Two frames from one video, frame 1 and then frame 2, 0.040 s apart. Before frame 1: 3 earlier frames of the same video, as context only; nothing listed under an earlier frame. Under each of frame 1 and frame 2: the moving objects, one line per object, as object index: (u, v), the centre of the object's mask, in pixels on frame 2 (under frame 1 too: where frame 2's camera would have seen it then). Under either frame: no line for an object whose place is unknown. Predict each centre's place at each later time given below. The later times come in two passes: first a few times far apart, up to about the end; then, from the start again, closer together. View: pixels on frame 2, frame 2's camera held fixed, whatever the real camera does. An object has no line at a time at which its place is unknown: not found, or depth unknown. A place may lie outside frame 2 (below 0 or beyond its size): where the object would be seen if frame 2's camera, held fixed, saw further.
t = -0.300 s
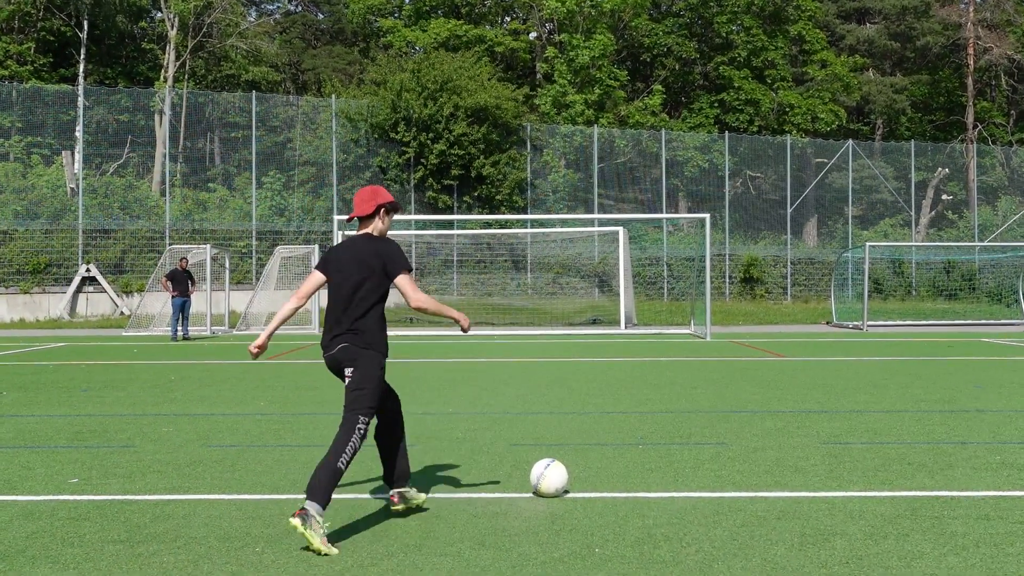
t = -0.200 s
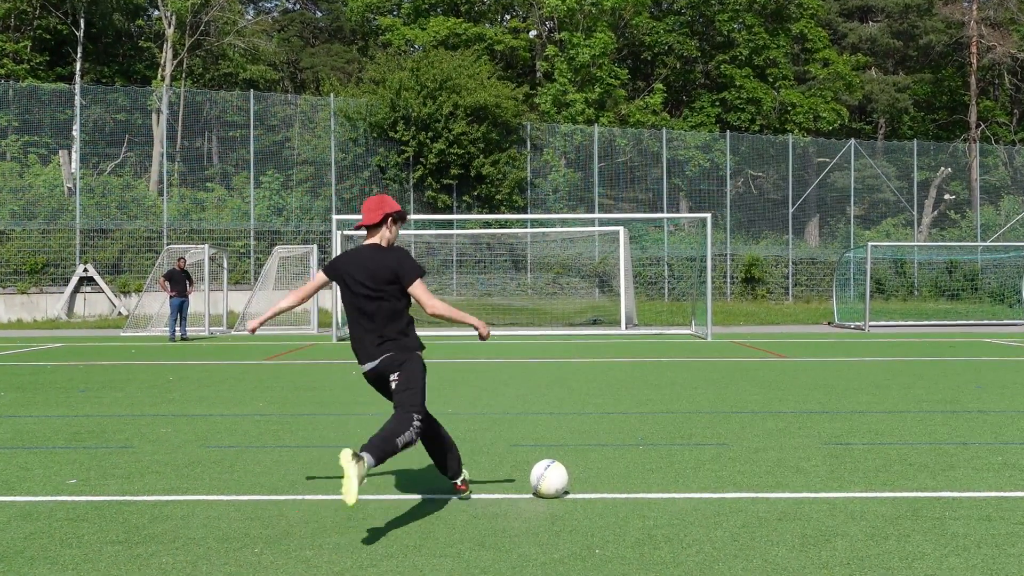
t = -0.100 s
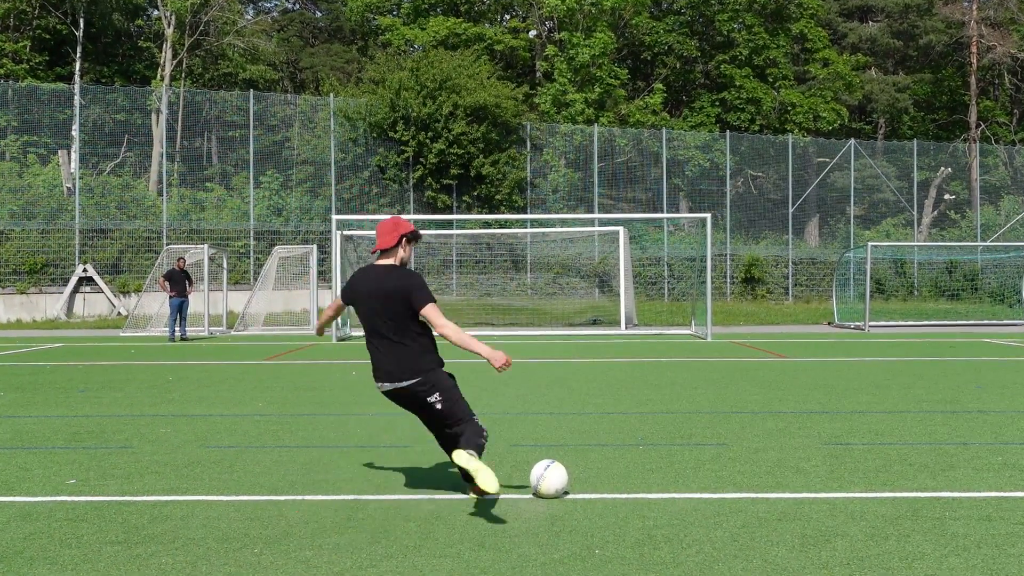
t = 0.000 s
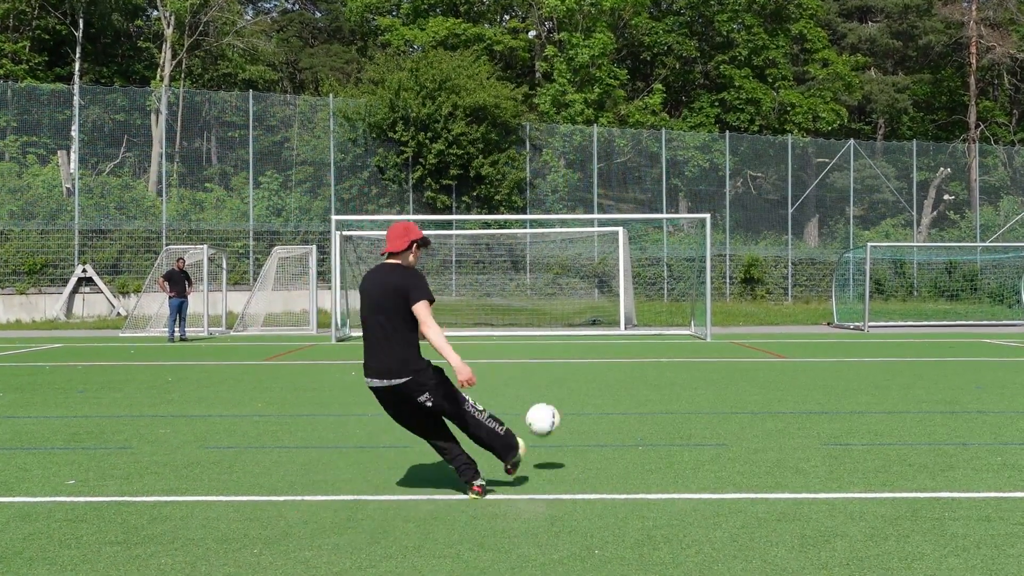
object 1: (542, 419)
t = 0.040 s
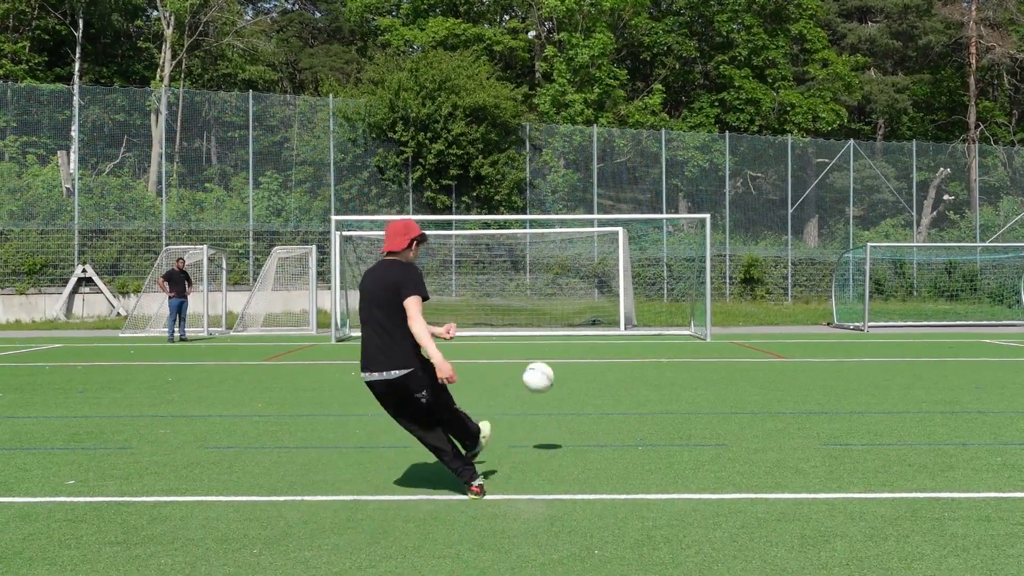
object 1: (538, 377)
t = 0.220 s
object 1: (522, 263)
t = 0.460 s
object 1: (506, 211)
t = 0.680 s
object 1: (494, 205)
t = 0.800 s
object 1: (488, 210)
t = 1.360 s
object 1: (469, 306)
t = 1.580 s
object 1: (469, 311)
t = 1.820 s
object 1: (468, 307)
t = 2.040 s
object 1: (467, 329)
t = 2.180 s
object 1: (467, 326)
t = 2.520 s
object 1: (468, 328)
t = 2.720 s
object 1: (469, 330)
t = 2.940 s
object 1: (470, 336)
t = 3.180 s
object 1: (473, 337)
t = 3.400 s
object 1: (476, 338)
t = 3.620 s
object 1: (479, 338)
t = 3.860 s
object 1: (482, 338)
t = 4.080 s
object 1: (485, 339)
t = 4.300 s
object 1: (489, 339)
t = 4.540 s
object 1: (492, 340)
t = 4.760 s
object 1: (496, 340)
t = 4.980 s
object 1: (499, 340)
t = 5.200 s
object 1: (502, 340)
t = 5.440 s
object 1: (506, 340)
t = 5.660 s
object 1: (509, 340)
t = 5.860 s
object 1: (511, 340)
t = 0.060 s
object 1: (536, 359)
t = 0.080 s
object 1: (534, 342)
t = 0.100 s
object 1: (532, 327)
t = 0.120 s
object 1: (530, 313)
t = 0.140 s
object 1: (528, 300)
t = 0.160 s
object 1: (526, 290)
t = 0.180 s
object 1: (525, 280)
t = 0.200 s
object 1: (523, 271)
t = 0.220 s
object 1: (522, 263)
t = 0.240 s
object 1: (520, 256)
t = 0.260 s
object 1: (518, 250)
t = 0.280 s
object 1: (517, 243)
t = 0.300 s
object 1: (516, 237)
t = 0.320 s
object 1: (514, 232)
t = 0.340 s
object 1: (513, 227)
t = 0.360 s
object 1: (511, 225)
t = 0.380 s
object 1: (510, 221)
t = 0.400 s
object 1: (509, 218)
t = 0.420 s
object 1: (508, 215)
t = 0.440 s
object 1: (507, 213)
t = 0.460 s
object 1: (506, 211)
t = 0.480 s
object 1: (504, 209)
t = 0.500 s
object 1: (503, 207)
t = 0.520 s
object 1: (502, 206)
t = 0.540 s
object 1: (501, 206)
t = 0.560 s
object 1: (500, 205)
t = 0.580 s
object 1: (499, 205)
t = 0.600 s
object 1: (498, 205)
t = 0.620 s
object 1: (497, 205)
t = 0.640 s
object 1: (496, 205)
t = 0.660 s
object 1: (495, 204)
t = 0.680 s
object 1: (494, 205)
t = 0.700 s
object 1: (492, 205)
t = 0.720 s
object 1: (491, 206)
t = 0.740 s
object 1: (490, 207)
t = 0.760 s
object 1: (489, 208)
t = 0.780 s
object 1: (489, 209)
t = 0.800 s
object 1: (488, 210)
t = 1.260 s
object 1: (472, 278)
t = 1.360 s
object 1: (469, 306)
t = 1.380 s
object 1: (469, 313)
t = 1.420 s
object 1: (468, 327)
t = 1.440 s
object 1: (467, 329)
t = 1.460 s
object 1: (468, 328)
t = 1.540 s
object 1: (469, 315)
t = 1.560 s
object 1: (469, 313)
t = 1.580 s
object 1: (469, 311)
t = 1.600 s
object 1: (469, 309)
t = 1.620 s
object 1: (469, 308)
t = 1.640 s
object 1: (469, 307)
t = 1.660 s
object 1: (469, 306)
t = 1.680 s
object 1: (469, 305)
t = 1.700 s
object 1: (468, 305)
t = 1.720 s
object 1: (468, 305)
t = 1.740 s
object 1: (468, 306)
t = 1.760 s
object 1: (468, 306)
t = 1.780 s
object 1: (468, 305)
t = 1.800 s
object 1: (468, 306)
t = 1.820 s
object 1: (468, 307)
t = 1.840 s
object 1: (468, 308)
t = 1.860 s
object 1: (468, 309)
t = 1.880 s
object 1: (467, 310)
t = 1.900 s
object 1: (467, 312)
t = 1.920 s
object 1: (467, 314)
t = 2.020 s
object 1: (467, 326)
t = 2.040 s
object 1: (467, 329)
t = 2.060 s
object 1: (467, 332)
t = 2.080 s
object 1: (467, 335)
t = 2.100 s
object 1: (467, 334)
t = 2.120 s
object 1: (467, 332)
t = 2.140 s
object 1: (466, 330)
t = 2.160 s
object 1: (467, 328)
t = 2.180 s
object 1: (467, 326)
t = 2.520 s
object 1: (468, 328)
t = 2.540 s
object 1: (467, 330)
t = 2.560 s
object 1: (468, 331)
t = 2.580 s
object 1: (468, 334)
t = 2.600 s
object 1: (468, 337)
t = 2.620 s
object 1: (468, 335)
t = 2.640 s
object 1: (468, 334)
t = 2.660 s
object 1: (468, 333)
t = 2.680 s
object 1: (469, 331)
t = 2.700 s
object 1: (469, 331)
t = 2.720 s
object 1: (469, 330)
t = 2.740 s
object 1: (469, 330)
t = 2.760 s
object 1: (469, 330)
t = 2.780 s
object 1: (469, 330)
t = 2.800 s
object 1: (469, 330)
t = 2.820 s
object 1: (469, 330)
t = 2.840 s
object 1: (470, 331)
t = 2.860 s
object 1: (470, 331)
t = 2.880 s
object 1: (470, 332)
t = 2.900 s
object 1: (471, 332)
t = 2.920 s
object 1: (471, 335)
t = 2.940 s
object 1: (470, 336)
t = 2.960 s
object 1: (471, 336)
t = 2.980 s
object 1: (471, 337)
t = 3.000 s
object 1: (471, 336)
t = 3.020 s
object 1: (472, 336)
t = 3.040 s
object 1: (472, 336)
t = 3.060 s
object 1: (472, 335)
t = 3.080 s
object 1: (472, 335)
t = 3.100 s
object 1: (472, 335)
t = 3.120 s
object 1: (472, 335)
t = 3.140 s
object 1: (472, 336)
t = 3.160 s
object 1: (473, 337)
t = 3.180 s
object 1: (473, 337)
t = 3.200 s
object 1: (473, 337)
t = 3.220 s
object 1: (473, 337)
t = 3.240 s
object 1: (473, 337)
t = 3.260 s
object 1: (474, 337)
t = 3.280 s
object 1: (474, 337)
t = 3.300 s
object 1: (474, 337)
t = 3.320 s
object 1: (474, 337)
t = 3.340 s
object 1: (475, 338)
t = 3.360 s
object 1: (475, 338)
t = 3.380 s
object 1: (475, 338)
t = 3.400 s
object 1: (476, 338)
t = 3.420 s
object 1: (476, 338)
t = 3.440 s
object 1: (476, 338)
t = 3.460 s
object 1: (476, 338)
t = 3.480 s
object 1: (477, 338)
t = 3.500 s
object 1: (477, 338)
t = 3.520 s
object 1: (477, 338)
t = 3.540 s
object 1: (478, 338)
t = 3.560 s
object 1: (478, 338)
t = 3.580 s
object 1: (478, 338)
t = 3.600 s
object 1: (478, 338)
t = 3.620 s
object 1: (479, 338)
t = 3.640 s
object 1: (479, 338)
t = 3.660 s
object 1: (479, 338)
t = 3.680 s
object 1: (479, 338)
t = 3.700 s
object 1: (480, 338)
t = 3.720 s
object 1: (480, 338)
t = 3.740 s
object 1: (480, 338)
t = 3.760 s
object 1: (481, 338)
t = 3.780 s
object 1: (481, 338)
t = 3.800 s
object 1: (481, 338)
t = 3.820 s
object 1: (482, 338)
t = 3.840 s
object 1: (482, 338)
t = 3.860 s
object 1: (482, 338)
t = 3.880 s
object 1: (482, 339)
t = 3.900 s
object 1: (483, 339)
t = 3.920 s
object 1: (483, 339)
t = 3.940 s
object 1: (483, 339)
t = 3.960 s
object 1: (483, 339)
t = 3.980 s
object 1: (484, 339)
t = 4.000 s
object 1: (484, 339)
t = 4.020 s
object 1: (484, 339)
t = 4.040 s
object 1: (484, 339)
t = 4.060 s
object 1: (485, 339)
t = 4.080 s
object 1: (485, 339)
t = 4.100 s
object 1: (485, 339)
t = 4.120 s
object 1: (486, 339)
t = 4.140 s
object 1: (486, 339)
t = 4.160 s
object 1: (486, 339)
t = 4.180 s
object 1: (487, 339)
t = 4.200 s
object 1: (487, 339)
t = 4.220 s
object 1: (488, 339)
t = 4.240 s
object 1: (488, 339)
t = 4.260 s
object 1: (488, 339)
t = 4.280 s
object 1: (488, 339)
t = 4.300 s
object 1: (489, 339)
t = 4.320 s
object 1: (489, 340)
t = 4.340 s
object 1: (489, 340)
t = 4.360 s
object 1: (490, 340)
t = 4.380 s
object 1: (490, 340)
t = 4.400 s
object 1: (490, 340)
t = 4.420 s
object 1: (491, 340)
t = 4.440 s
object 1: (491, 340)
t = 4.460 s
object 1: (491, 340)
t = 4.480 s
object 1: (491, 340)
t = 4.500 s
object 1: (492, 340)
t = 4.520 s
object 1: (492, 340)
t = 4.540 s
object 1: (492, 340)
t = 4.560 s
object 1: (493, 340)
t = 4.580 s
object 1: (493, 340)
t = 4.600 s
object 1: (493, 340)
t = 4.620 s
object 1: (494, 340)
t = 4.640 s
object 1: (494, 340)
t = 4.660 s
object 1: (494, 340)
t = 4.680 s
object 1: (494, 340)
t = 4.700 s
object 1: (495, 340)
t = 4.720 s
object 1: (495, 340)
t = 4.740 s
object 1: (495, 340)
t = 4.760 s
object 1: (496, 340)
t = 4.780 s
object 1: (496, 340)
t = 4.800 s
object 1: (496, 340)
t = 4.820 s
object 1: (497, 340)
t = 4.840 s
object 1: (497, 340)
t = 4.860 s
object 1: (498, 339)
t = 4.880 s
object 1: (497, 340)
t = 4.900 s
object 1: (498, 340)
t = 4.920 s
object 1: (498, 340)
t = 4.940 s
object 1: (498, 340)
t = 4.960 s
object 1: (499, 340)
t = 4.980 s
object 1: (499, 340)
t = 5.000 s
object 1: (499, 340)
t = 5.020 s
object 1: (499, 340)
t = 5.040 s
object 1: (500, 340)
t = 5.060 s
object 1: (500, 340)
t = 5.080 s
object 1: (501, 340)
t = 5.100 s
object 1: (501, 340)
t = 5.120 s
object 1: (501, 340)
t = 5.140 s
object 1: (501, 340)
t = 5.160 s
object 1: (502, 340)
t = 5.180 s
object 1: (502, 340)
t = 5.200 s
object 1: (502, 340)
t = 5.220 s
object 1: (503, 340)
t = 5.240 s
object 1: (503, 340)
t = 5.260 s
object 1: (503, 340)
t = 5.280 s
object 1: (504, 340)
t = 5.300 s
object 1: (504, 340)
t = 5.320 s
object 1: (504, 340)
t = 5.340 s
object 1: (505, 340)
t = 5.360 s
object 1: (505, 340)
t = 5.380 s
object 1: (505, 340)
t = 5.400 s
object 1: (505, 340)
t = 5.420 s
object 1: (506, 340)
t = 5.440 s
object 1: (506, 340)
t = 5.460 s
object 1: (506, 340)
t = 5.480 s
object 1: (506, 340)
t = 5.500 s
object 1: (507, 340)
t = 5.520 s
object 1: (507, 340)
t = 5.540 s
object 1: (508, 340)
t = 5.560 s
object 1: (508, 340)
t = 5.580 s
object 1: (508, 340)
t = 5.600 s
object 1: (508, 340)
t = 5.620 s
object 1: (509, 340)
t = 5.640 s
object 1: (509, 340)
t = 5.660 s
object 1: (509, 340)
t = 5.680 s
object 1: (509, 341)
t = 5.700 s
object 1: (509, 340)
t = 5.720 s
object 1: (510, 340)
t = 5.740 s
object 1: (510, 340)
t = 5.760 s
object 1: (510, 341)
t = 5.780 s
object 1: (510, 340)
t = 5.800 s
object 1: (510, 341)
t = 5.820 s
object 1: (510, 340)
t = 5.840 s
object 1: (511, 340)
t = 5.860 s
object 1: (511, 340)
